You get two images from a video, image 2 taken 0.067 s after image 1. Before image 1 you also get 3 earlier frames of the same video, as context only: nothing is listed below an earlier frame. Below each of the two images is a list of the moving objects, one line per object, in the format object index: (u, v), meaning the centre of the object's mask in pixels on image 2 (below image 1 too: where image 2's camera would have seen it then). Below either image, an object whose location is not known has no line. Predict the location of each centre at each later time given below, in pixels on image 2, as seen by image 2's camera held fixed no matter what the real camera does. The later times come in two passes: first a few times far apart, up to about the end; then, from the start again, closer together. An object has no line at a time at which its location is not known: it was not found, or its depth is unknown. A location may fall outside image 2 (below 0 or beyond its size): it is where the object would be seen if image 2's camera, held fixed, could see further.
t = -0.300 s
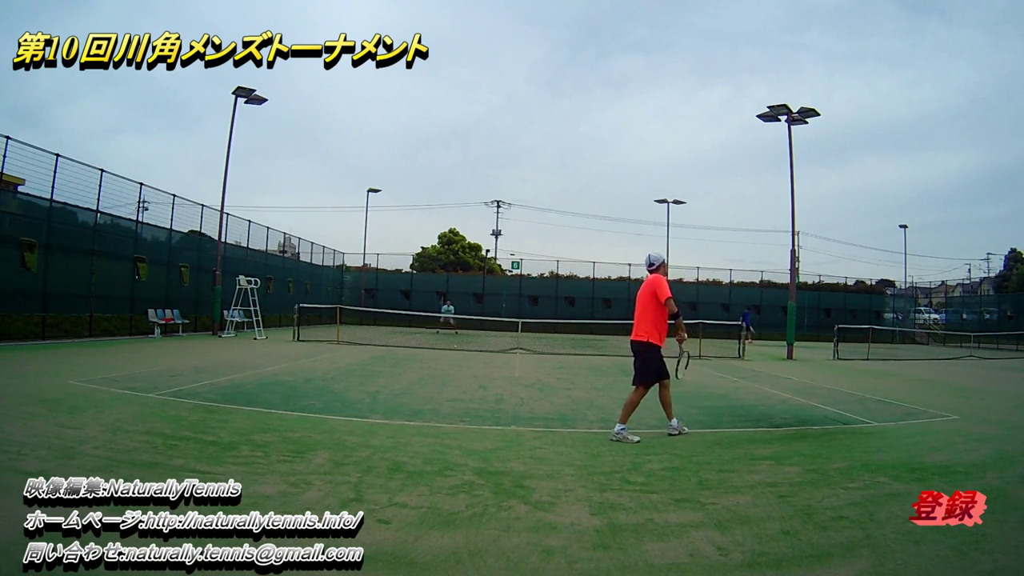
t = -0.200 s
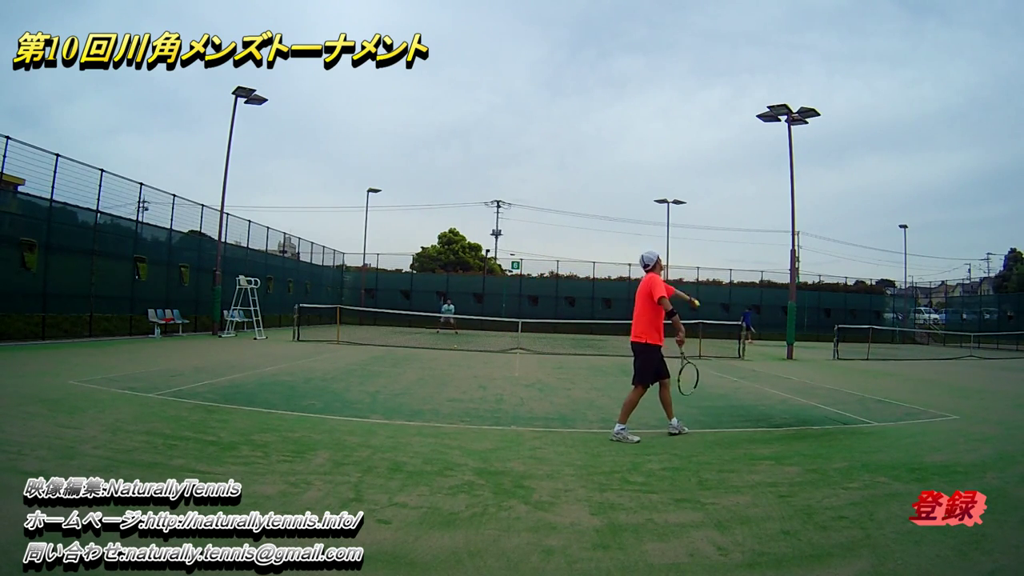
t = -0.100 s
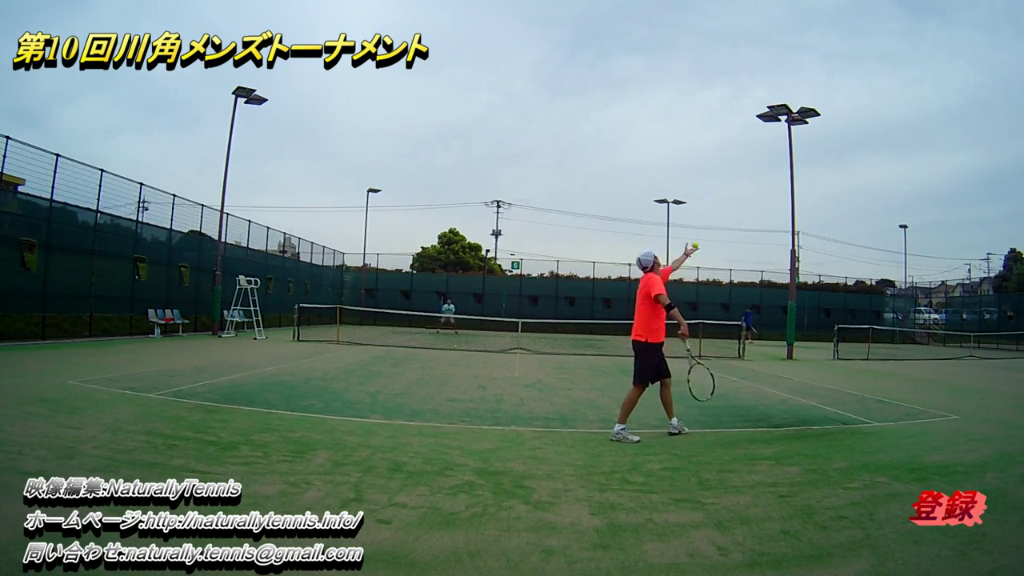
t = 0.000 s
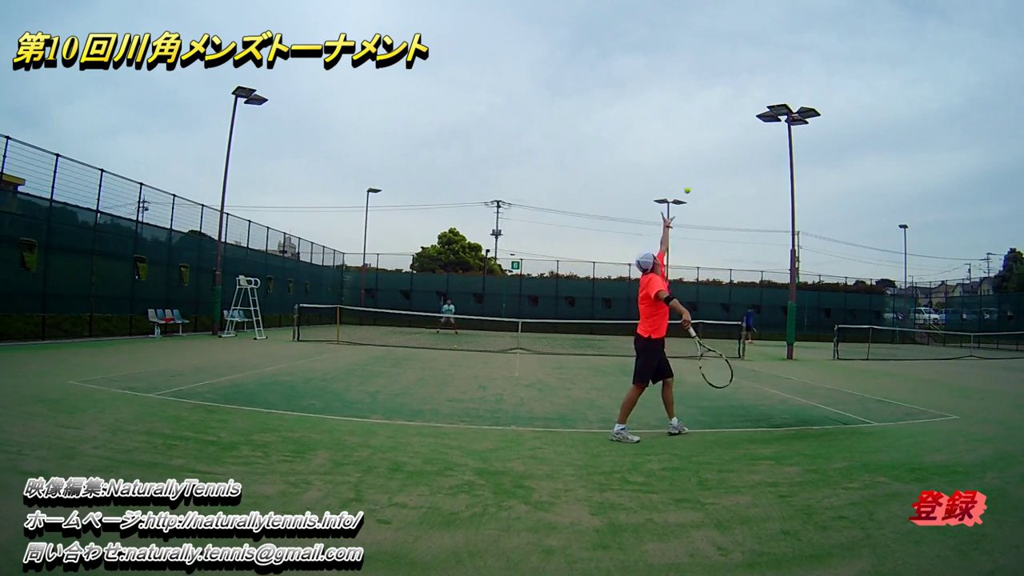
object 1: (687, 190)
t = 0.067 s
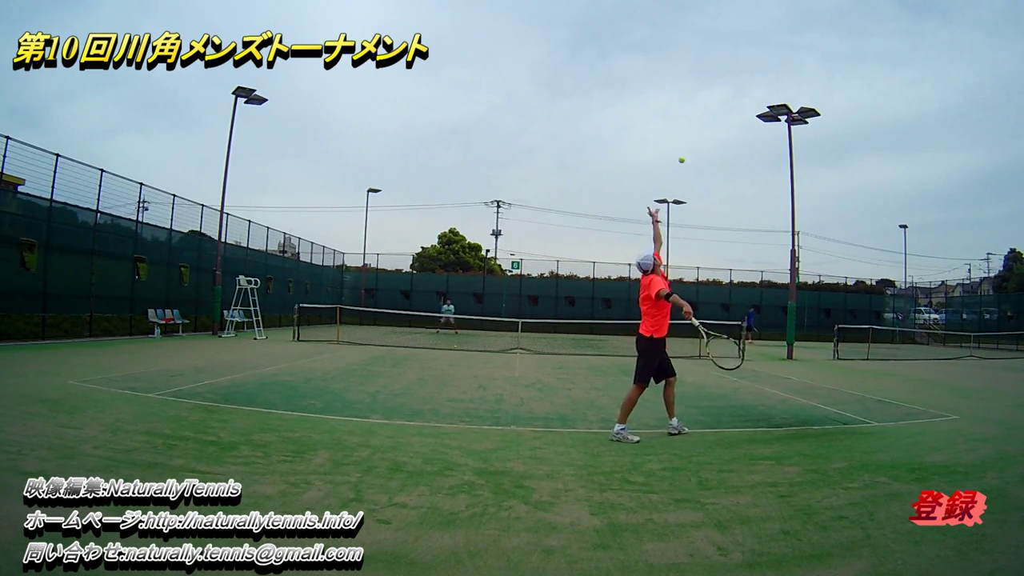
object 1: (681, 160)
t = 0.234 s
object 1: (666, 104)
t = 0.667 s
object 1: (631, 77)
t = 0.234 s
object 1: (666, 104)
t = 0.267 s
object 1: (664, 96)
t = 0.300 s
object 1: (661, 89)
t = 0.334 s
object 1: (658, 83)
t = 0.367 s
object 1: (655, 78)
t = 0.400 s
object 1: (652, 74)
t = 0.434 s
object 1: (650, 71)
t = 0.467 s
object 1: (647, 69)
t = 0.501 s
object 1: (644, 68)
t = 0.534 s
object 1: (642, 68)
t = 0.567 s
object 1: (639, 69)
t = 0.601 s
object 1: (636, 71)
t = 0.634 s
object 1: (634, 74)
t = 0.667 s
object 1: (631, 77)
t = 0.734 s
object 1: (627, 88)
